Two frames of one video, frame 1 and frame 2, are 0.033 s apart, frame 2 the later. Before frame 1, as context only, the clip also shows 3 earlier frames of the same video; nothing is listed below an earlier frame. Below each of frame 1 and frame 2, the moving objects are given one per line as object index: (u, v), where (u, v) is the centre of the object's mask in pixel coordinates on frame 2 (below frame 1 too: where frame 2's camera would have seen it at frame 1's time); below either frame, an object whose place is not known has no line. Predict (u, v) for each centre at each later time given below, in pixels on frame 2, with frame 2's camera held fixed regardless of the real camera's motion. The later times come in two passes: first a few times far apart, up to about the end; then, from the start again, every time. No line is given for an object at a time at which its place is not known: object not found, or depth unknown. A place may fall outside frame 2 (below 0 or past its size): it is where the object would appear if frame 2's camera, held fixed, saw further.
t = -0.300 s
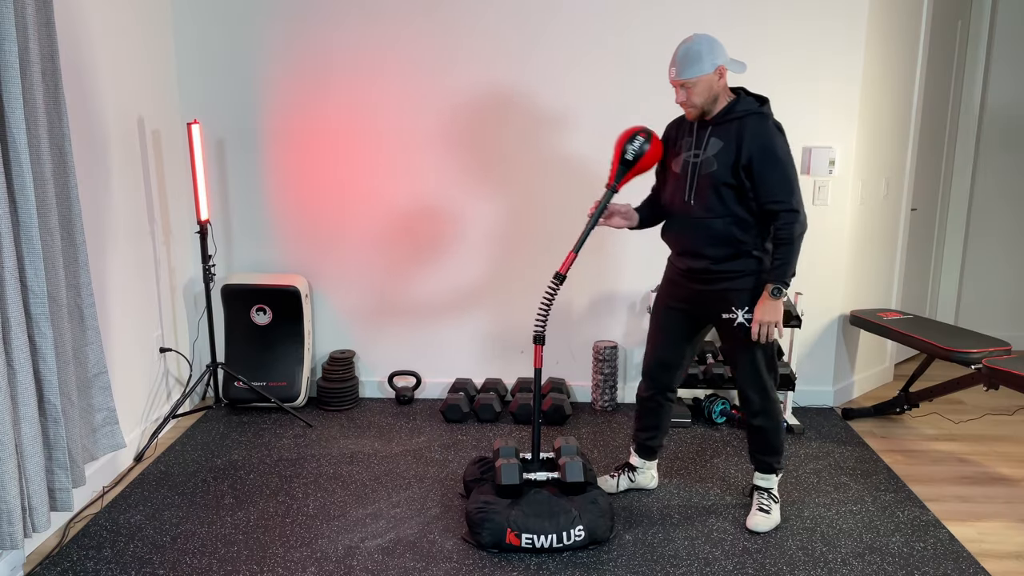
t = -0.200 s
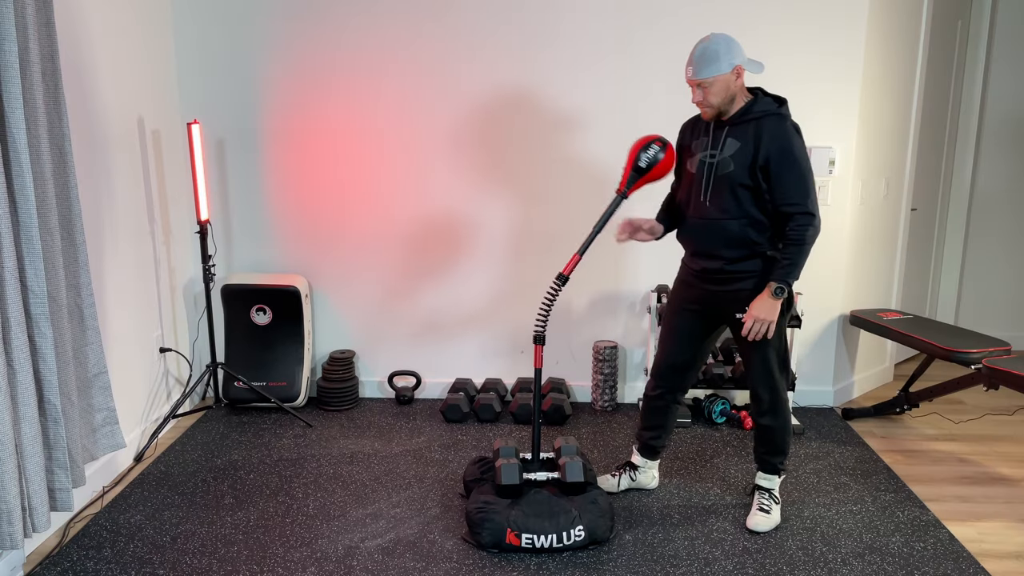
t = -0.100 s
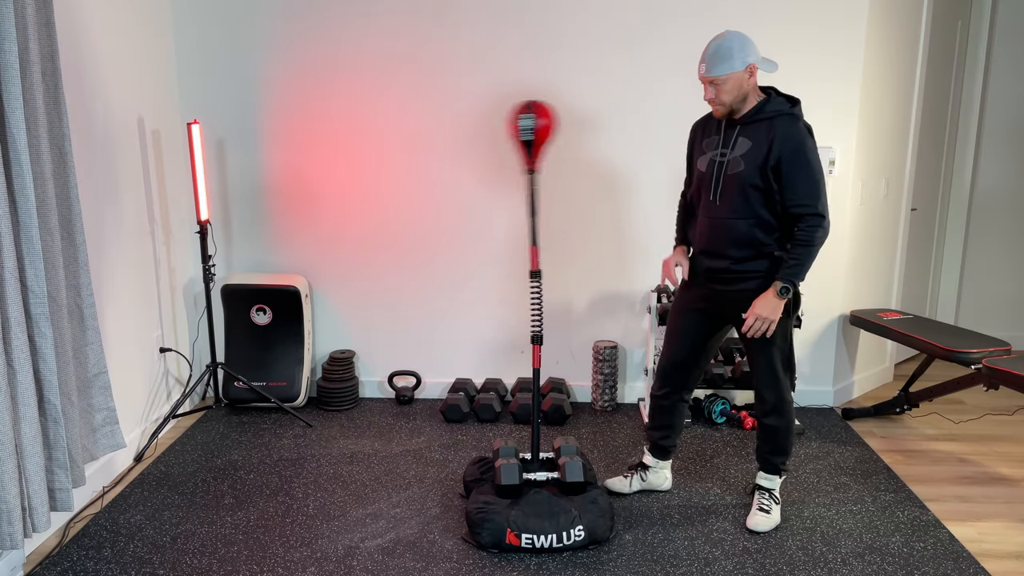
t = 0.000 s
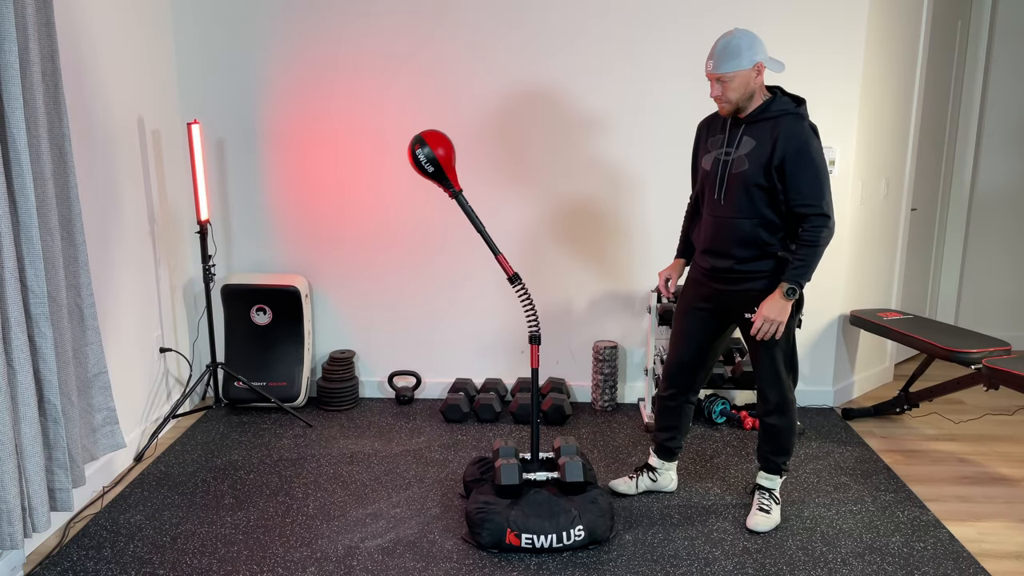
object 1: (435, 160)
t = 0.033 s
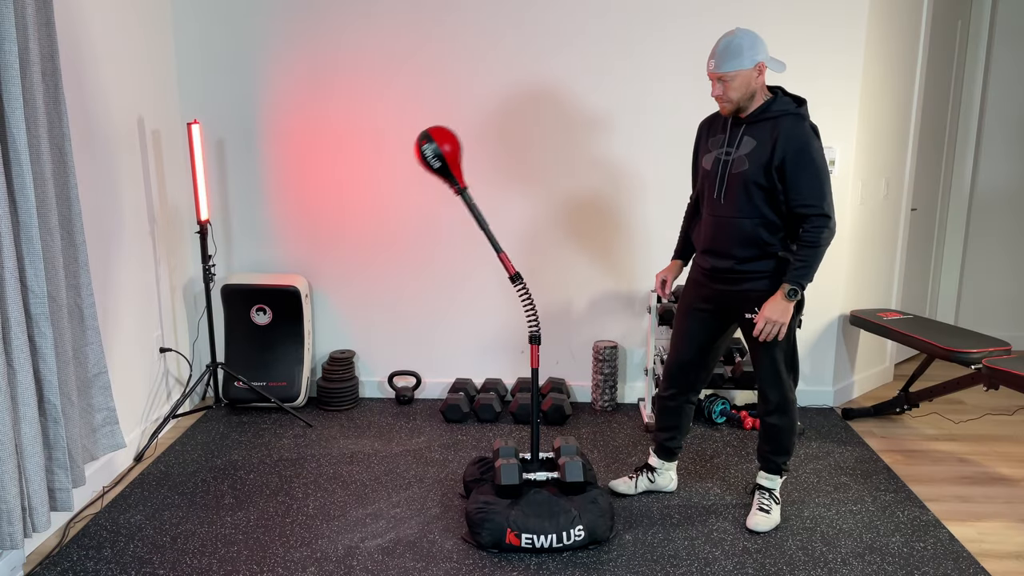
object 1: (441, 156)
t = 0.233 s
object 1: (645, 162)
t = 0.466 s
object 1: (441, 156)
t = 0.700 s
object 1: (640, 159)
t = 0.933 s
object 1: (447, 153)
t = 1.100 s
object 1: (614, 145)
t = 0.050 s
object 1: (451, 150)
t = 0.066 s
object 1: (467, 143)
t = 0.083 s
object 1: (486, 136)
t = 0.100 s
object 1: (509, 131)
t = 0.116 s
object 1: (534, 130)
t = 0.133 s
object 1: (560, 131)
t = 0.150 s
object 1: (583, 135)
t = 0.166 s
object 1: (604, 141)
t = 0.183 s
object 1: (621, 149)
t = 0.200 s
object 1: (634, 155)
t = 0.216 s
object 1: (642, 160)
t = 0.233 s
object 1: (645, 162)
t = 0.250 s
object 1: (643, 161)
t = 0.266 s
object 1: (637, 157)
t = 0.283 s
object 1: (626, 150)
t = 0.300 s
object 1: (609, 143)
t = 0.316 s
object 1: (590, 137)
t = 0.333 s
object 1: (568, 132)
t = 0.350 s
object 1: (543, 130)
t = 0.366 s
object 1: (519, 131)
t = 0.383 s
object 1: (496, 134)
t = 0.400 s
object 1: (475, 140)
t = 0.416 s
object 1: (460, 146)
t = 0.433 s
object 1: (448, 152)
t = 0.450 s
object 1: (442, 156)
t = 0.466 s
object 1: (441, 156)
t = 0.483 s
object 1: (444, 154)
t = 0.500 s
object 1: (452, 150)
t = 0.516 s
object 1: (464, 144)
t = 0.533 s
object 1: (481, 138)
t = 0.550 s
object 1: (501, 133)
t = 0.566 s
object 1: (524, 130)
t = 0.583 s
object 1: (548, 130)
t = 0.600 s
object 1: (571, 133)
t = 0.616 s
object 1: (592, 137)
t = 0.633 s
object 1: (610, 144)
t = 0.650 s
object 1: (624, 150)
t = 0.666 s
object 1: (634, 155)
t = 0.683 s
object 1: (639, 158)
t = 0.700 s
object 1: (640, 159)
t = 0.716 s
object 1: (636, 156)
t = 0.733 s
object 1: (627, 151)
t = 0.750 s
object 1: (614, 145)
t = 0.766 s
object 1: (597, 139)
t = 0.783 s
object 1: (577, 134)
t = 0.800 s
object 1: (554, 131)
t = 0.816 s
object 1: (531, 130)
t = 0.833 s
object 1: (508, 132)
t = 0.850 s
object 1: (488, 136)
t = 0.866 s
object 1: (471, 142)
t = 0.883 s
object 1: (458, 147)
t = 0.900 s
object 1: (450, 151)
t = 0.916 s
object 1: (446, 153)
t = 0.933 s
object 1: (447, 153)
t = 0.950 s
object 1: (453, 150)
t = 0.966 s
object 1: (462, 145)
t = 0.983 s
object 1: (476, 140)
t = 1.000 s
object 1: (494, 135)
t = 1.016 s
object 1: (514, 131)
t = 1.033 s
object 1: (536, 130)
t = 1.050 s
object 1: (558, 131)
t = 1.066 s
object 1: (579, 135)
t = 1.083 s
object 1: (598, 140)
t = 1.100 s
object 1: (614, 145)
